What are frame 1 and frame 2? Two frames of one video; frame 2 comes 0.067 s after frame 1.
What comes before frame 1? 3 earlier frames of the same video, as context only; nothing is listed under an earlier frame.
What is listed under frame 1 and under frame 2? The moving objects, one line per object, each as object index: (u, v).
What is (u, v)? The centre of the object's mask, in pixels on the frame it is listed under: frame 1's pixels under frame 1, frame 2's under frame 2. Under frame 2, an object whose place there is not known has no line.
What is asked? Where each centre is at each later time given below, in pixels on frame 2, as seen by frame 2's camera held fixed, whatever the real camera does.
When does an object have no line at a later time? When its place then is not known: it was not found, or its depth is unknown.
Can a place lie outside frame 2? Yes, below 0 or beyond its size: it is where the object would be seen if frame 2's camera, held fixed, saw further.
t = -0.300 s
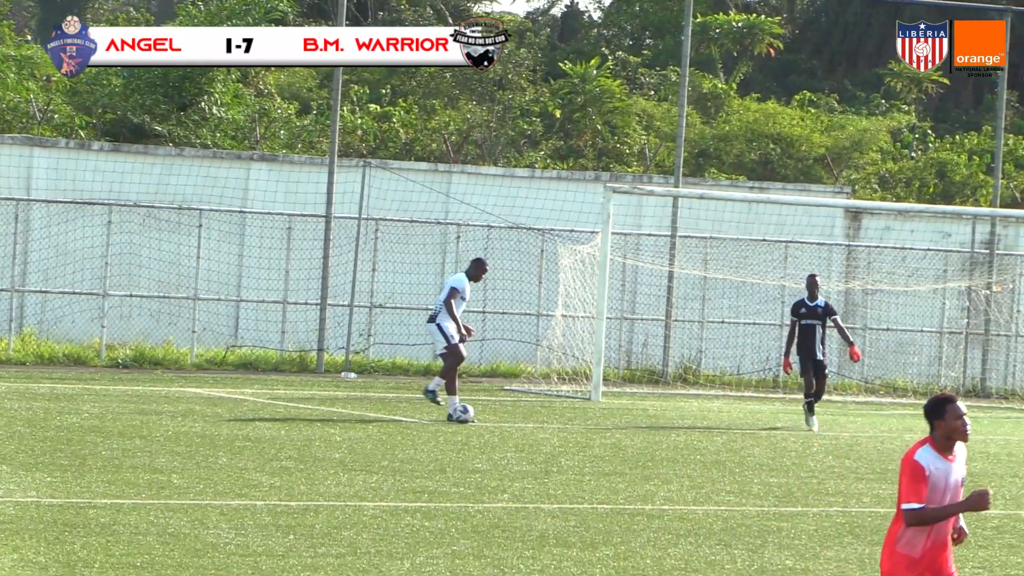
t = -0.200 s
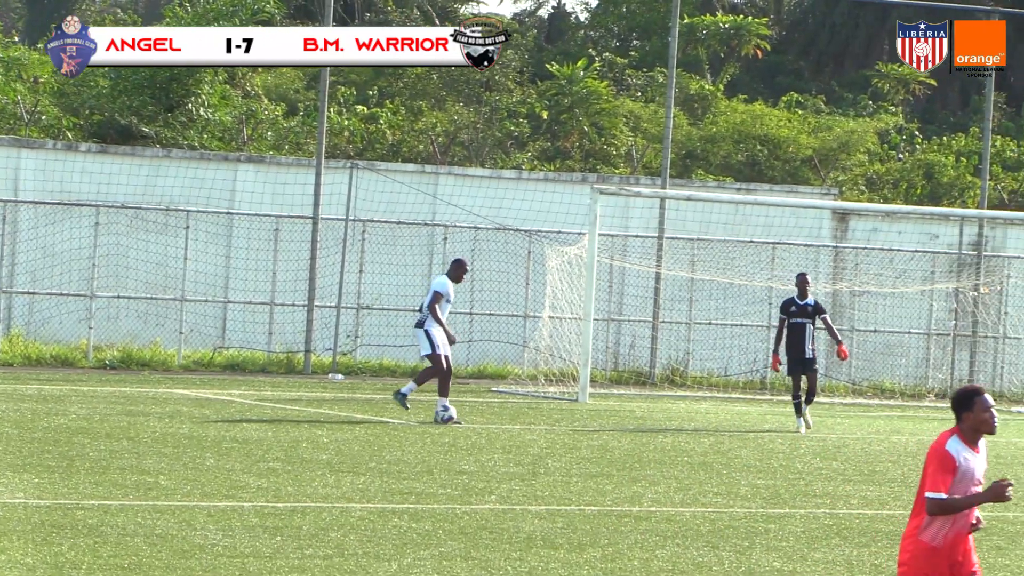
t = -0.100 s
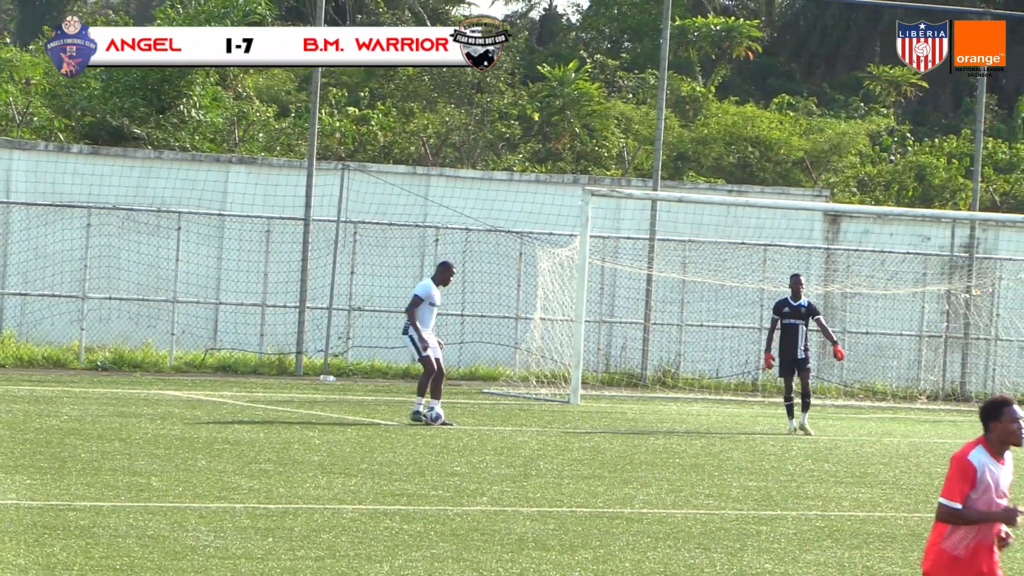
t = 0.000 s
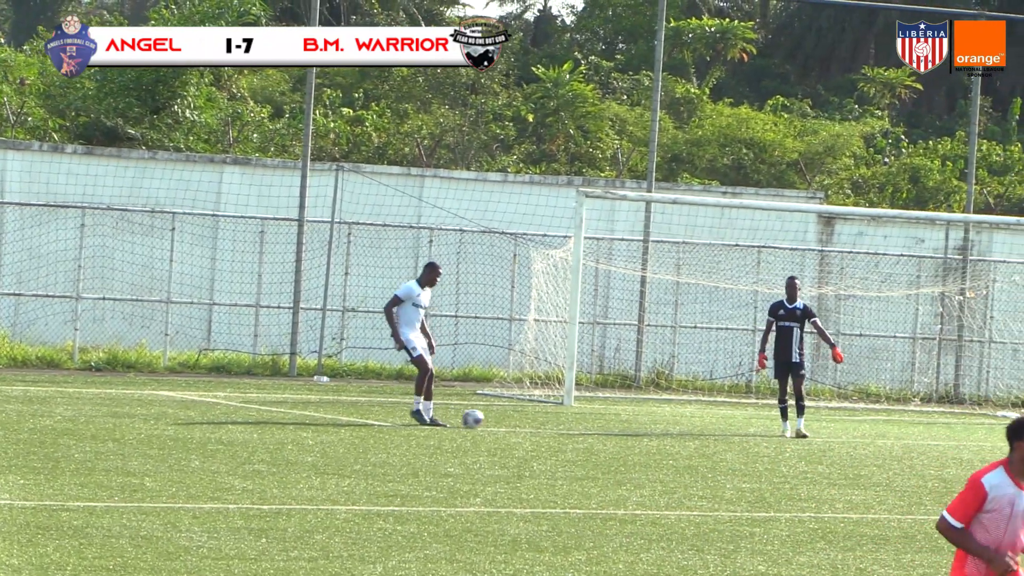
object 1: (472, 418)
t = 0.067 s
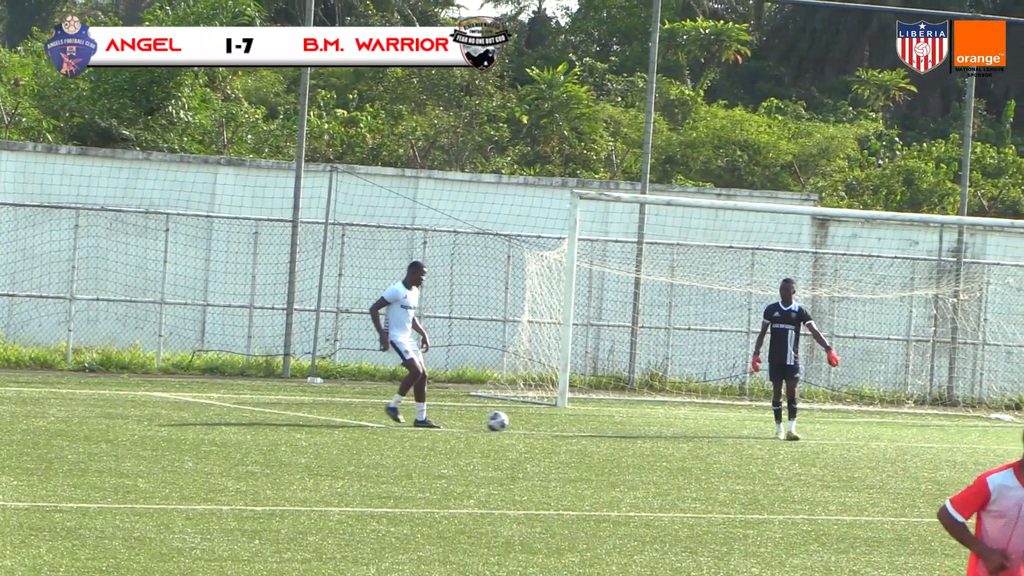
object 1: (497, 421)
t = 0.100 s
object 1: (511, 422)
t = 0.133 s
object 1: (524, 422)
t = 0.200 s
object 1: (547, 423)
